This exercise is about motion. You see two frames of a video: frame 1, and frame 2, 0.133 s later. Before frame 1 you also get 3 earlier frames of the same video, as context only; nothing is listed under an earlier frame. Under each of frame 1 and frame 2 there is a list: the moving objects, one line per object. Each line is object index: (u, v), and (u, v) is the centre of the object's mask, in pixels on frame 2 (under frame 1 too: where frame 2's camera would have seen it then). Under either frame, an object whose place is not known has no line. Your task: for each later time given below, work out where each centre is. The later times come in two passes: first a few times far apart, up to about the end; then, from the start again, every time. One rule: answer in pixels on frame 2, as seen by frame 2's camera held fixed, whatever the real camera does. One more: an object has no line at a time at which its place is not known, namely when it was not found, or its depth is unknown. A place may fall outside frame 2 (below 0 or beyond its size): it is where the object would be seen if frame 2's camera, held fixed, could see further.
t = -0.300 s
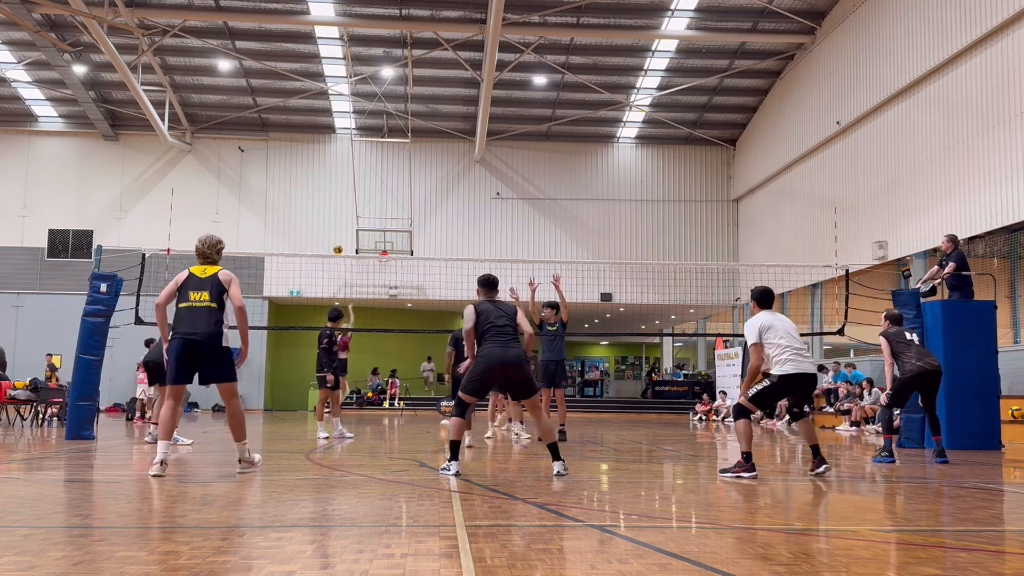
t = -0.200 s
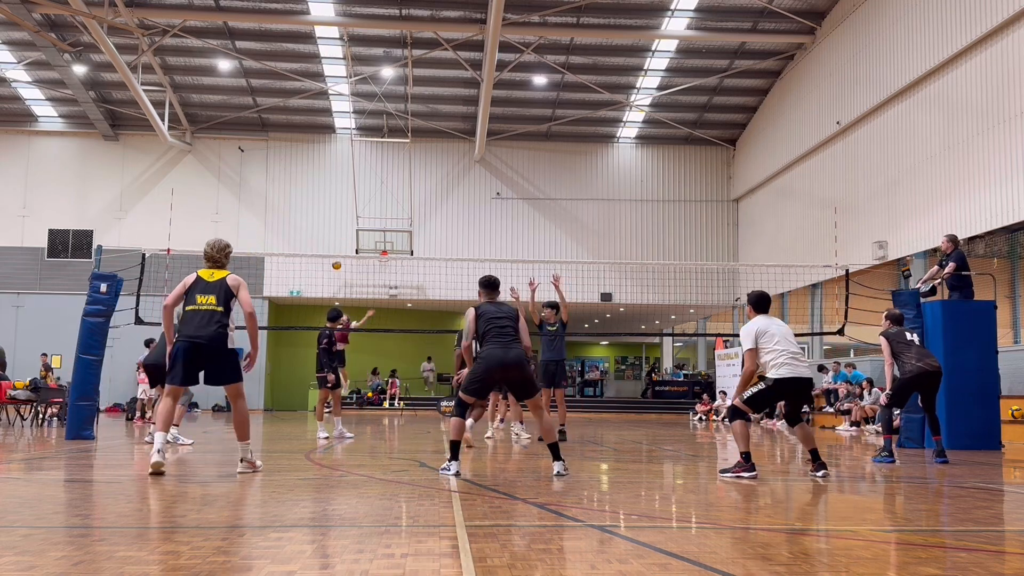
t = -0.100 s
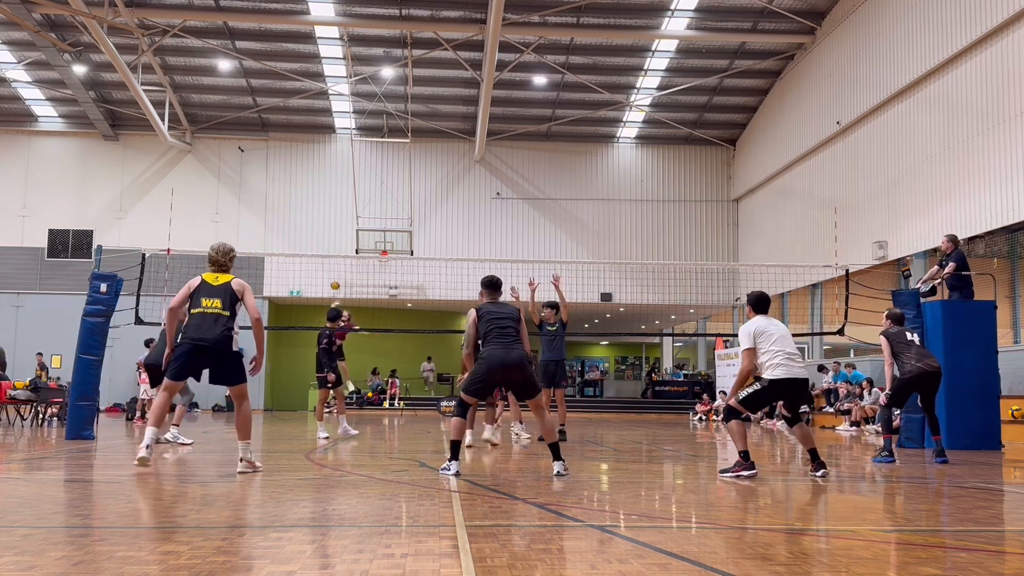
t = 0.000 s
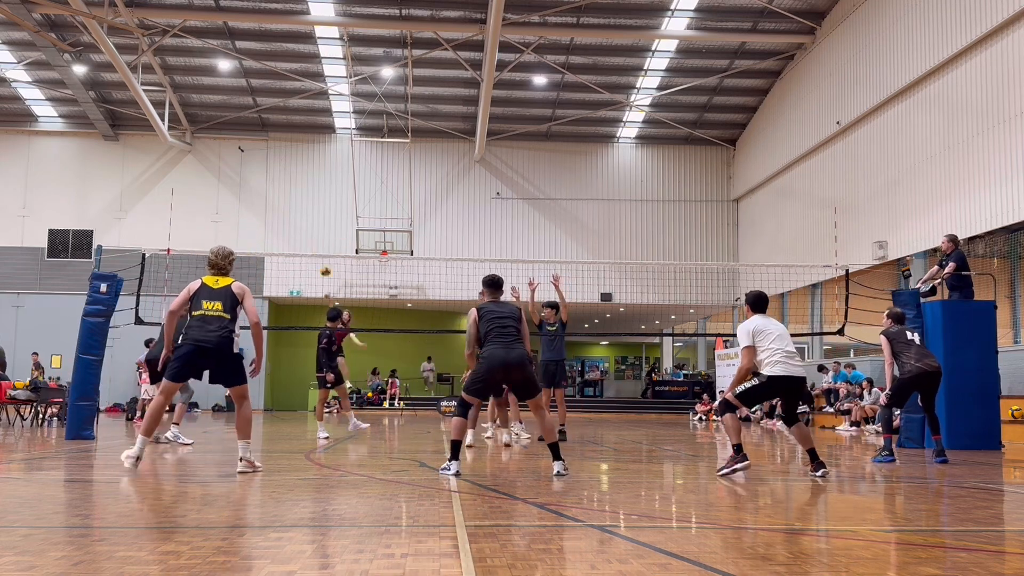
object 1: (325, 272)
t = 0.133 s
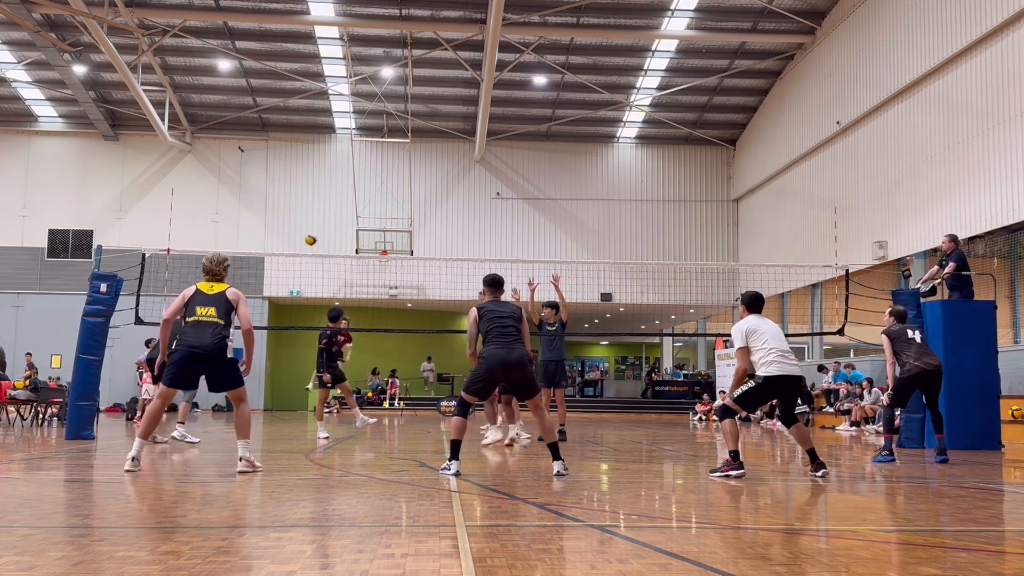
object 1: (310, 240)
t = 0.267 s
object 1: (297, 215)
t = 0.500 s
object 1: (280, 197)
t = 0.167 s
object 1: (307, 233)
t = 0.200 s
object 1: (303, 226)
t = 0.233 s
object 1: (300, 220)
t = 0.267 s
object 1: (297, 215)
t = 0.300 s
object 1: (294, 209)
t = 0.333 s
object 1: (291, 205)
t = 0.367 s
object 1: (288, 201)
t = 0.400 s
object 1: (285, 199)
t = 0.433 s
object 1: (283, 197)
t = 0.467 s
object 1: (282, 196)
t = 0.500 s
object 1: (280, 197)
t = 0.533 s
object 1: (278, 199)
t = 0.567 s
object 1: (277, 203)
